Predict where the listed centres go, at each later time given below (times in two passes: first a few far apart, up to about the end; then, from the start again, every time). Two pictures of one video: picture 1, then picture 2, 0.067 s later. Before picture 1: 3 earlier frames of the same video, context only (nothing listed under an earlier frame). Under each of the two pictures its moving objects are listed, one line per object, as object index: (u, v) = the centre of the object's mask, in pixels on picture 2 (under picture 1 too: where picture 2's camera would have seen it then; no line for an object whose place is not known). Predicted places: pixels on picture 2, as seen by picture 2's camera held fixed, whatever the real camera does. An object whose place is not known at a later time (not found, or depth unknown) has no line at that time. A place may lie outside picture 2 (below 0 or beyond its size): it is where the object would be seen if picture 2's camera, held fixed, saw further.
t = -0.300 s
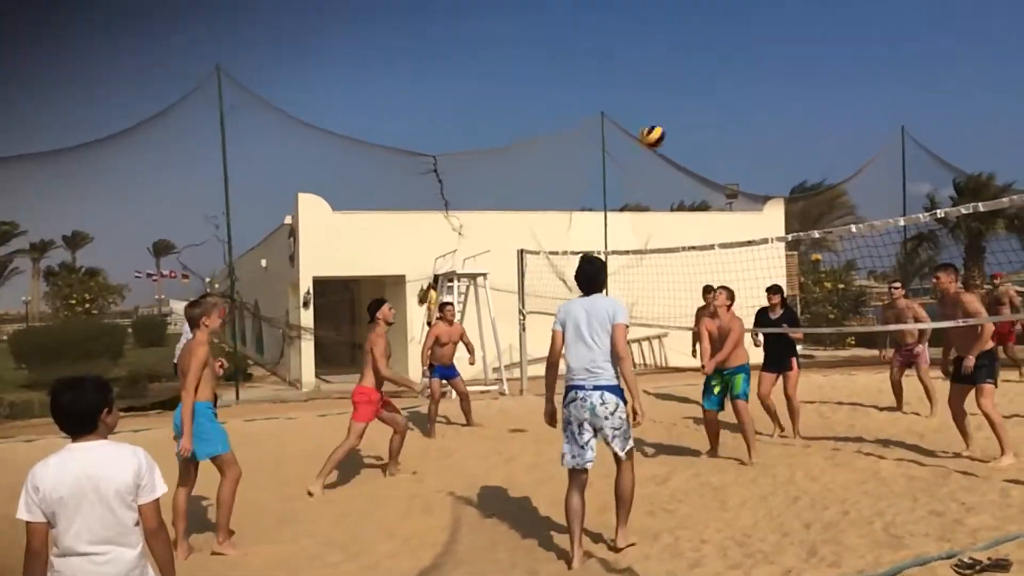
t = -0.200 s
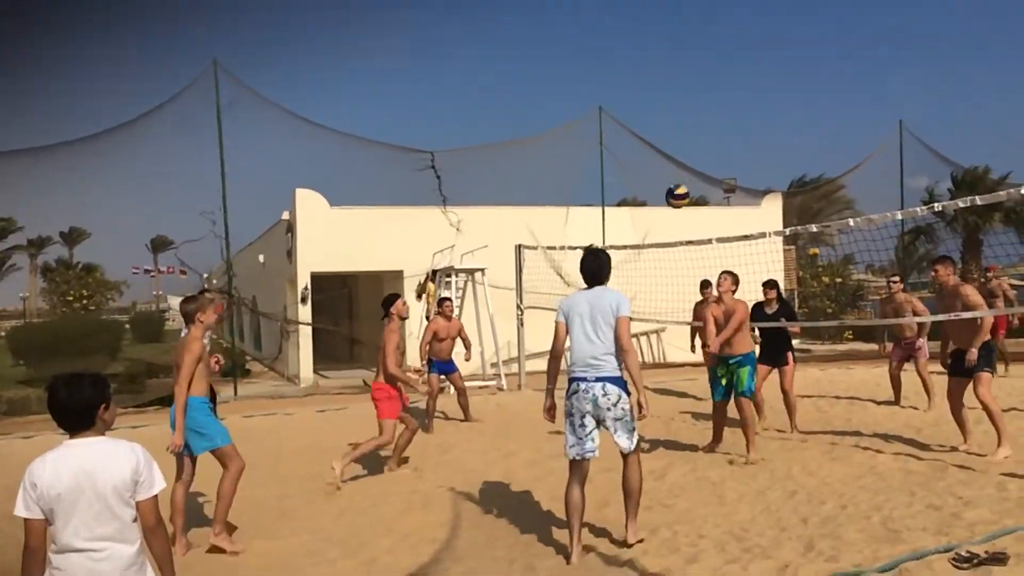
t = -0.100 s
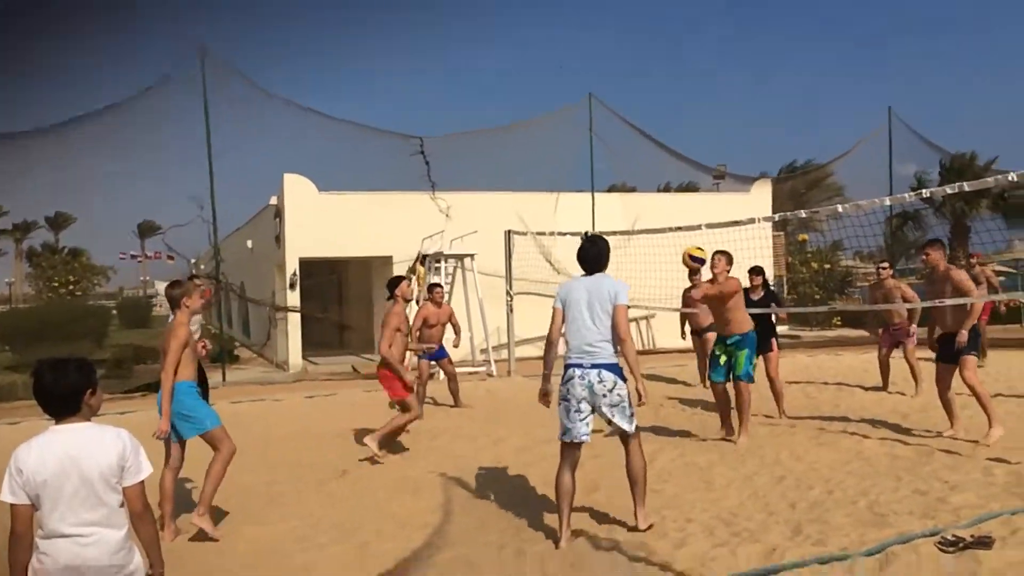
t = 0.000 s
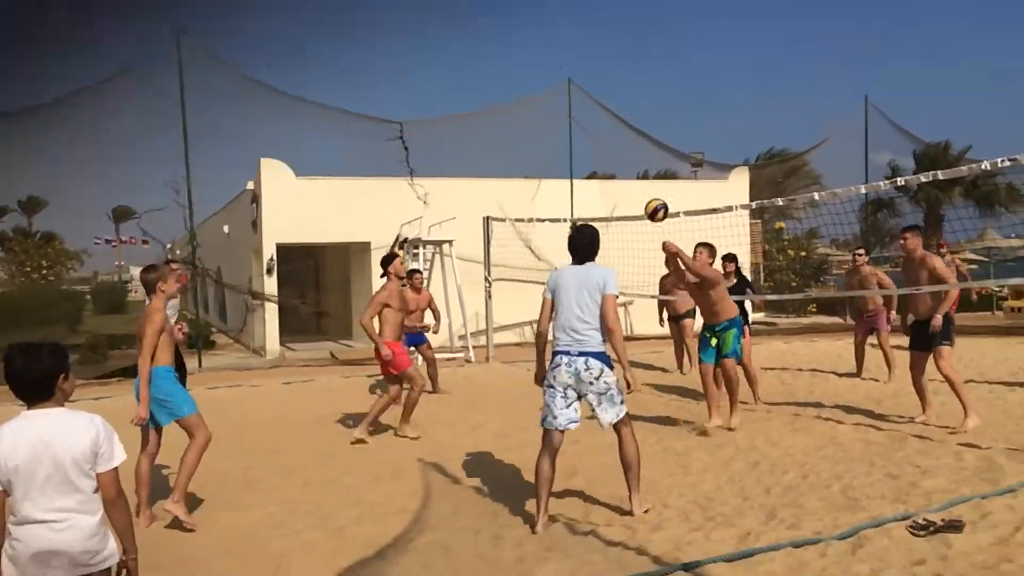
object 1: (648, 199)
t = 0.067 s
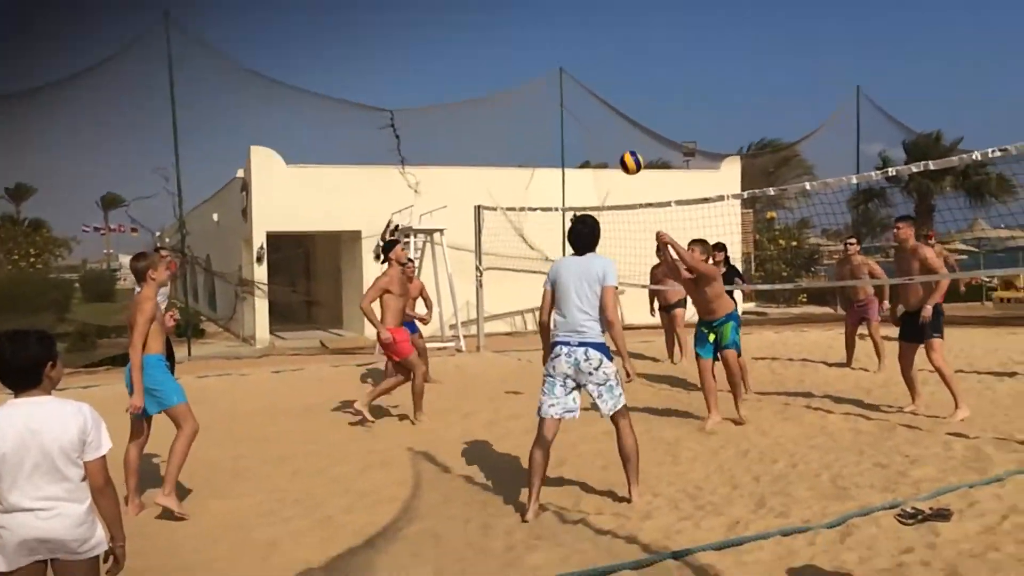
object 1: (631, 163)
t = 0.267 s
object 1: (585, 90)
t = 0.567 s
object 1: (529, 68)
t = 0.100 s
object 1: (623, 146)
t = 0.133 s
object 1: (614, 132)
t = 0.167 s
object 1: (607, 119)
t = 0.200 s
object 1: (599, 108)
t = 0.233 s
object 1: (592, 98)
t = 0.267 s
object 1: (585, 90)
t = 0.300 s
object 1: (578, 82)
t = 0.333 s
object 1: (571, 75)
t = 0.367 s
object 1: (564, 71)
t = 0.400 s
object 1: (558, 67)
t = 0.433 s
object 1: (552, 65)
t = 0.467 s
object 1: (546, 63)
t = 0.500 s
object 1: (540, 64)
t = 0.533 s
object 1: (534, 65)
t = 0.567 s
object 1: (529, 68)
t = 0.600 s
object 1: (523, 70)
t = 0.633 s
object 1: (518, 76)
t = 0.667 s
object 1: (512, 81)
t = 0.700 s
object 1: (508, 88)
